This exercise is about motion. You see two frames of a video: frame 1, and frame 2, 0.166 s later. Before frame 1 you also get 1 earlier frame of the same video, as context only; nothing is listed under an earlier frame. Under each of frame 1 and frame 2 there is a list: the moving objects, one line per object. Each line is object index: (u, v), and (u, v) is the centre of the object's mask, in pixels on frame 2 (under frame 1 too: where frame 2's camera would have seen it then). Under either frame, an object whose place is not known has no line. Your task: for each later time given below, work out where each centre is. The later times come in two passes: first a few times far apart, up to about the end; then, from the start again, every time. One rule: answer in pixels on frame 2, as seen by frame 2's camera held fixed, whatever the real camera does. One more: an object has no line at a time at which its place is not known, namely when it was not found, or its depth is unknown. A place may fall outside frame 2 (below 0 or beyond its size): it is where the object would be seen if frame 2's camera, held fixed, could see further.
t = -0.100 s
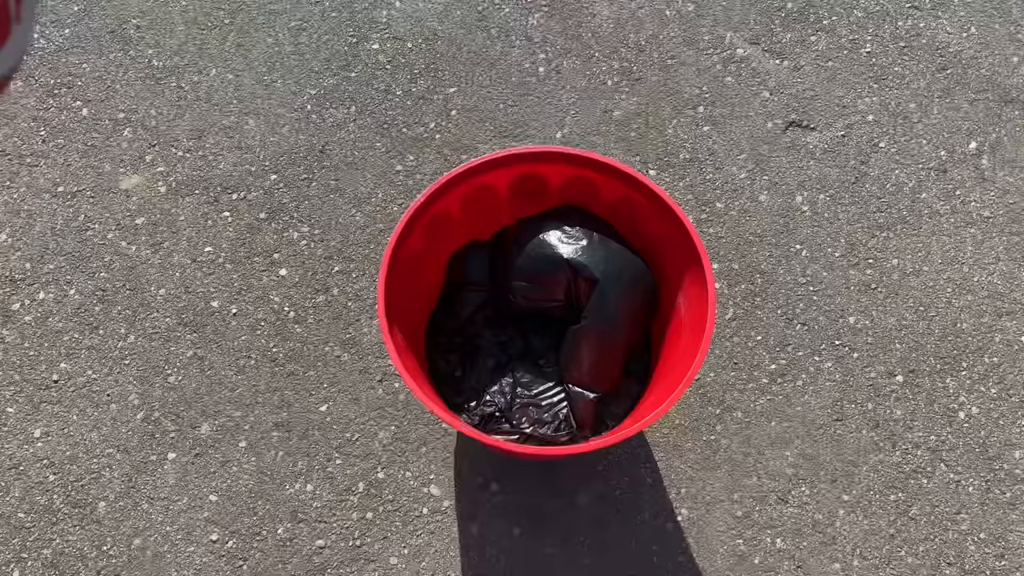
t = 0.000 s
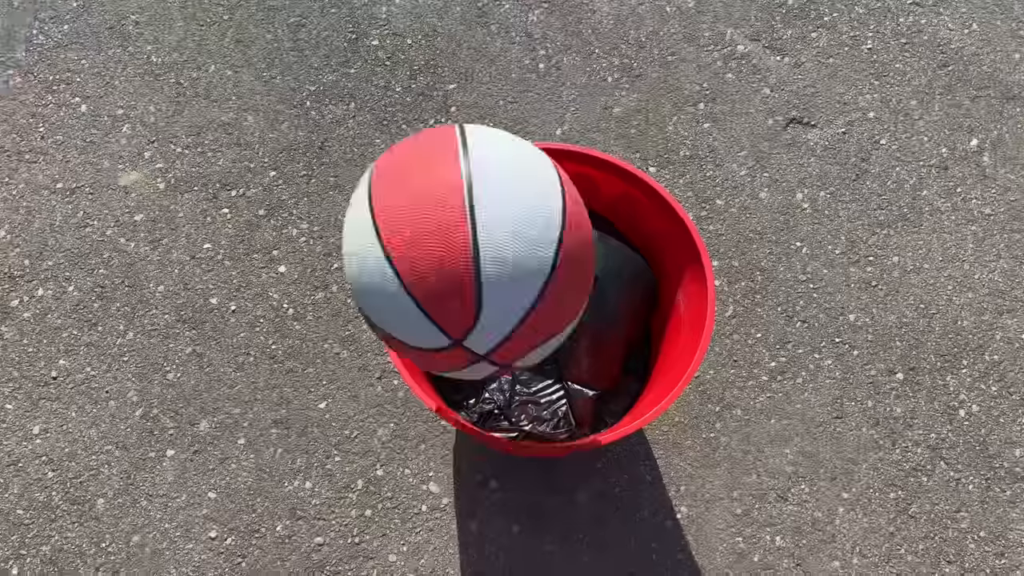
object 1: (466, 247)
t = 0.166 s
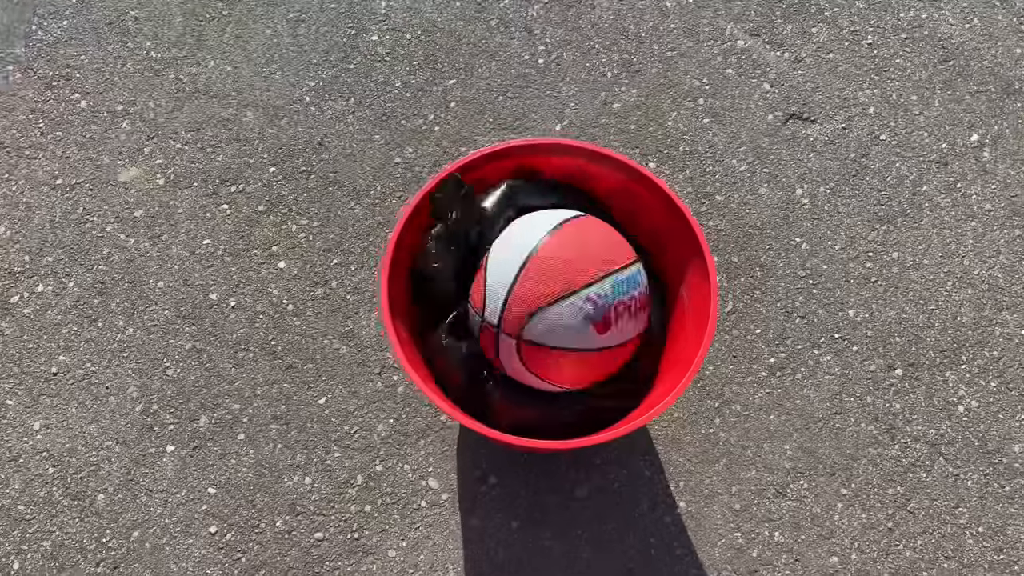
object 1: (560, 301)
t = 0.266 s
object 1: (539, 297)
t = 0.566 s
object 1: (535, 308)
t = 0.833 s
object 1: (537, 318)
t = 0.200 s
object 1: (551, 300)
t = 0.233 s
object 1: (543, 299)
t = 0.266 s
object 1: (539, 297)
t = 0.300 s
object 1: (537, 297)
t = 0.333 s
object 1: (536, 297)
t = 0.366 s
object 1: (536, 298)
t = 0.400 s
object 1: (537, 299)
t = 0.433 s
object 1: (538, 300)
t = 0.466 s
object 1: (537, 302)
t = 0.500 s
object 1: (537, 304)
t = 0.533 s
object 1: (536, 306)
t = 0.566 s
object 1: (535, 308)
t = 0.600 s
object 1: (534, 310)
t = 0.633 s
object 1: (533, 312)
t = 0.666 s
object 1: (533, 313)
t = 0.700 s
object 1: (534, 314)
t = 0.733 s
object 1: (534, 315)
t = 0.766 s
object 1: (535, 317)
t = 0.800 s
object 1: (536, 318)
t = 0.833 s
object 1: (537, 318)
